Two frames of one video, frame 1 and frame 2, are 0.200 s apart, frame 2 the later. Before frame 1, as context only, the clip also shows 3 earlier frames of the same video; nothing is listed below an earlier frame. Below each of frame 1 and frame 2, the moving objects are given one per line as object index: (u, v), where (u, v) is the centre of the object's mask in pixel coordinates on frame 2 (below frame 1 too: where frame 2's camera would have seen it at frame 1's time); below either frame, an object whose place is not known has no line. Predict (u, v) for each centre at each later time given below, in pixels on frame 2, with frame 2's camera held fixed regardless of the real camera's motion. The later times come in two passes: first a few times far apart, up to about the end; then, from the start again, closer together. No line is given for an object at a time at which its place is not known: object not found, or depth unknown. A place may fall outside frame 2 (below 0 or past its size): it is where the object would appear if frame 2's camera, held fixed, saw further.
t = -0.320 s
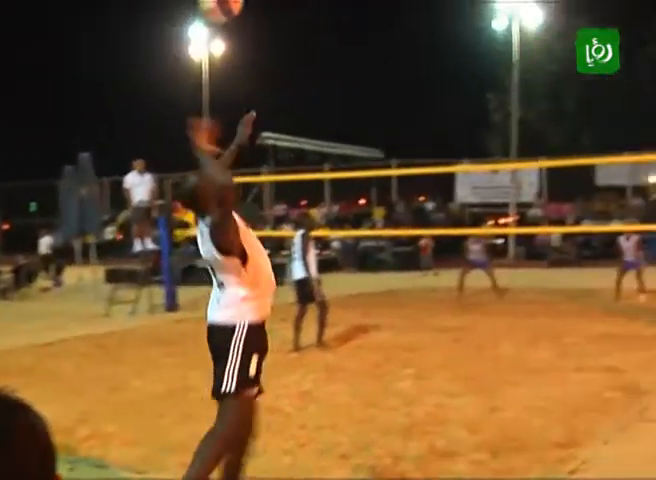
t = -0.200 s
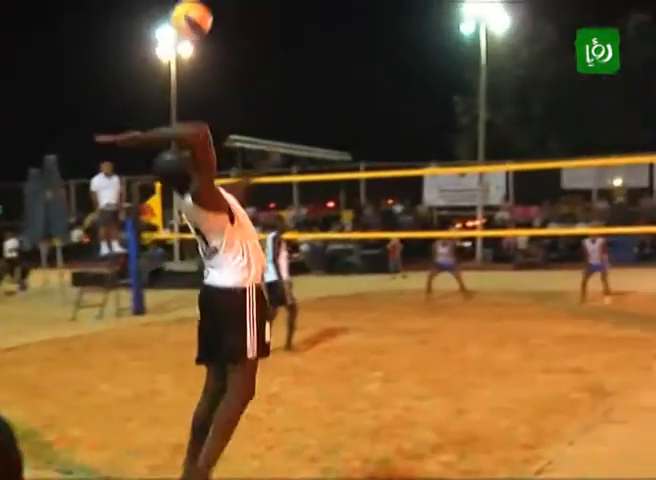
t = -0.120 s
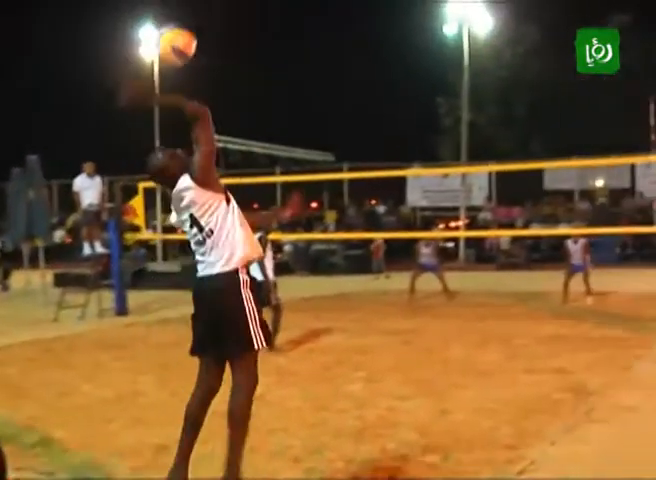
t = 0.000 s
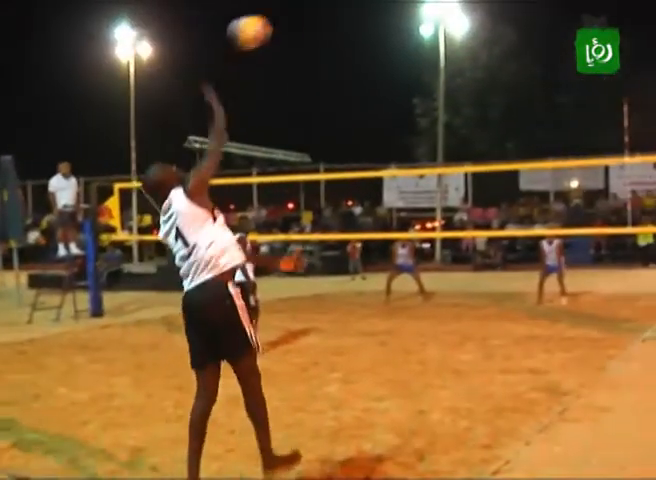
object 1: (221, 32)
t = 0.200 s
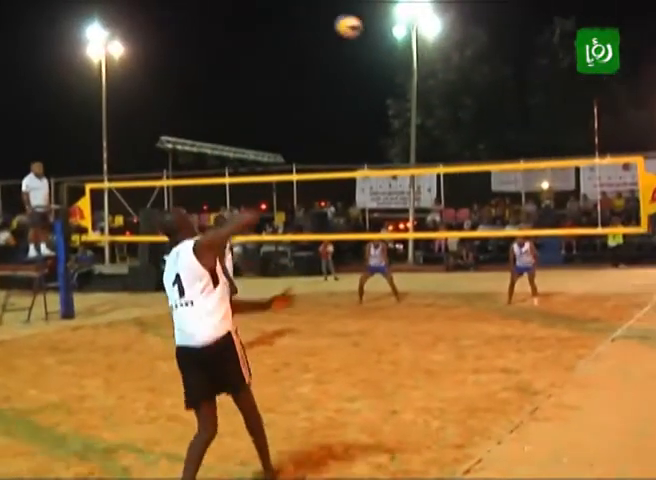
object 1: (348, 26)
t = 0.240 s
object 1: (364, 30)
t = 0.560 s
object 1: (454, 86)
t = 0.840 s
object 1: (500, 158)
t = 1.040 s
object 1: (523, 219)
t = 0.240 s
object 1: (364, 30)
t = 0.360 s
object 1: (403, 46)
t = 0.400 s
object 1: (416, 52)
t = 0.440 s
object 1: (427, 61)
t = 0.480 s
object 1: (436, 68)
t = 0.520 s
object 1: (445, 76)
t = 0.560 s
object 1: (454, 86)
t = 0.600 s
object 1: (462, 95)
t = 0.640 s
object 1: (469, 105)
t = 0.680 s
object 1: (476, 116)
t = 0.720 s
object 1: (482, 126)
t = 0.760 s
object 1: (488, 137)
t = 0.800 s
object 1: (494, 148)
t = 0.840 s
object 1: (500, 158)
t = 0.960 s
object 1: (515, 194)
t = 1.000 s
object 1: (517, 207)
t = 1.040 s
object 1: (523, 219)
